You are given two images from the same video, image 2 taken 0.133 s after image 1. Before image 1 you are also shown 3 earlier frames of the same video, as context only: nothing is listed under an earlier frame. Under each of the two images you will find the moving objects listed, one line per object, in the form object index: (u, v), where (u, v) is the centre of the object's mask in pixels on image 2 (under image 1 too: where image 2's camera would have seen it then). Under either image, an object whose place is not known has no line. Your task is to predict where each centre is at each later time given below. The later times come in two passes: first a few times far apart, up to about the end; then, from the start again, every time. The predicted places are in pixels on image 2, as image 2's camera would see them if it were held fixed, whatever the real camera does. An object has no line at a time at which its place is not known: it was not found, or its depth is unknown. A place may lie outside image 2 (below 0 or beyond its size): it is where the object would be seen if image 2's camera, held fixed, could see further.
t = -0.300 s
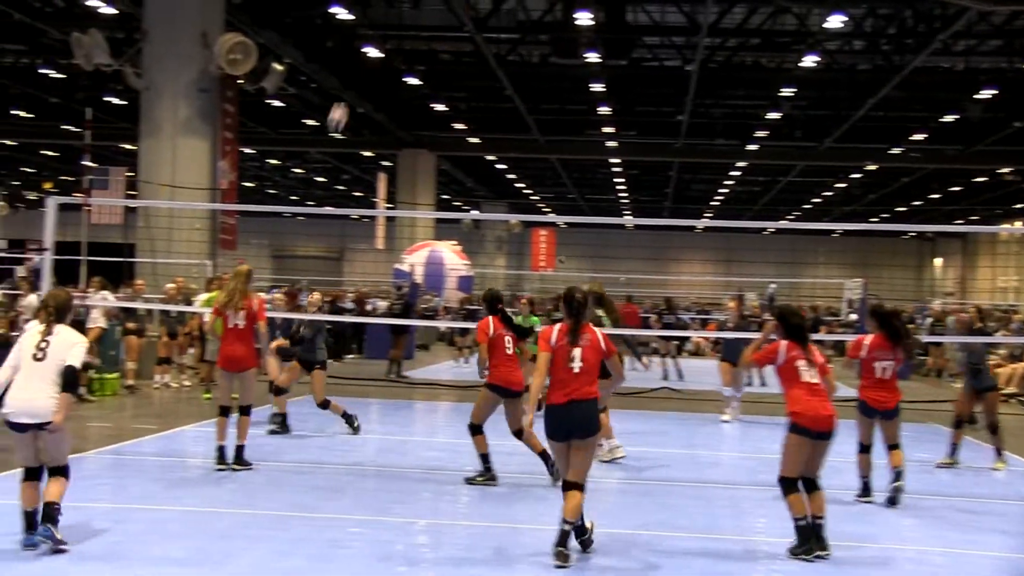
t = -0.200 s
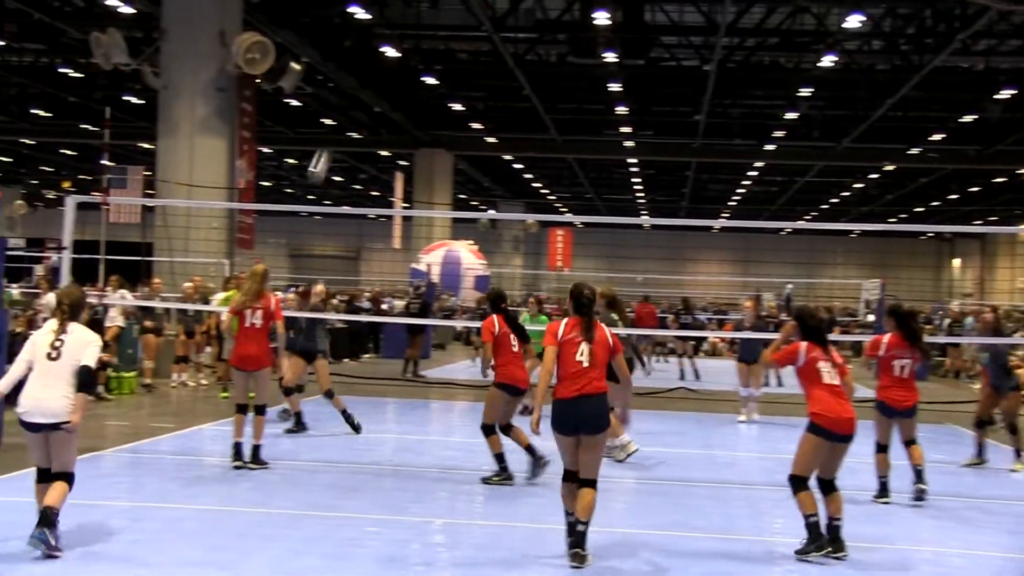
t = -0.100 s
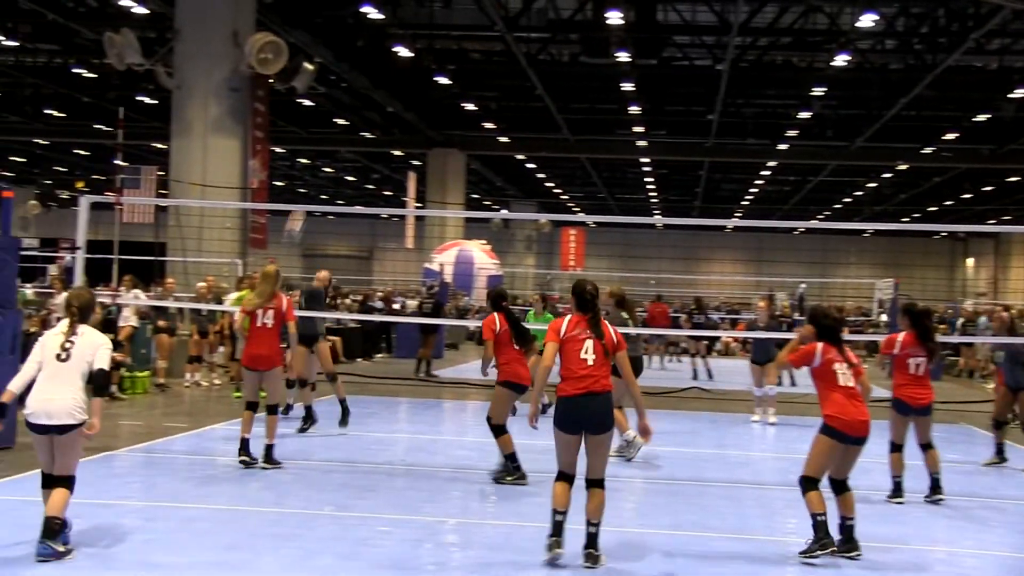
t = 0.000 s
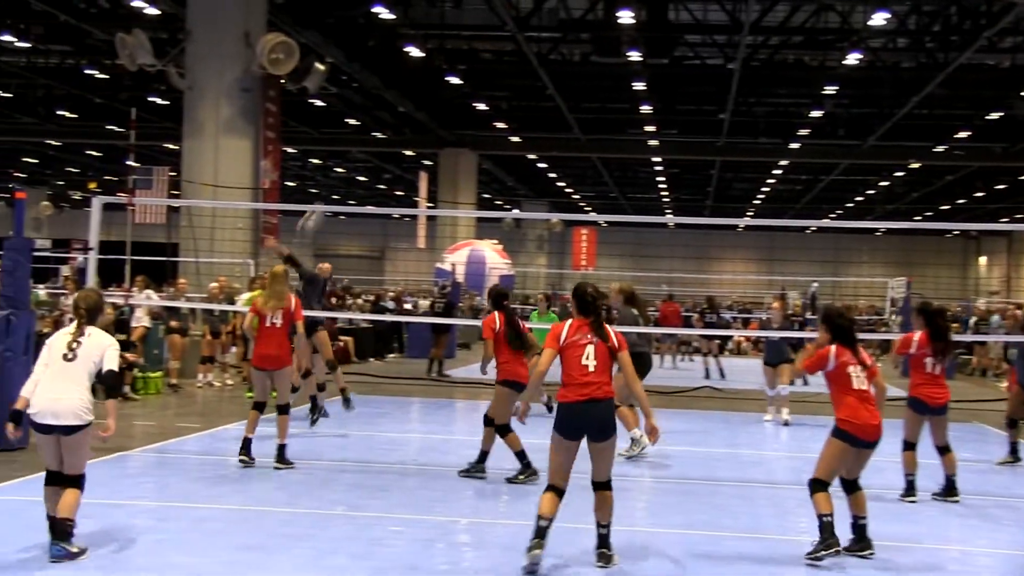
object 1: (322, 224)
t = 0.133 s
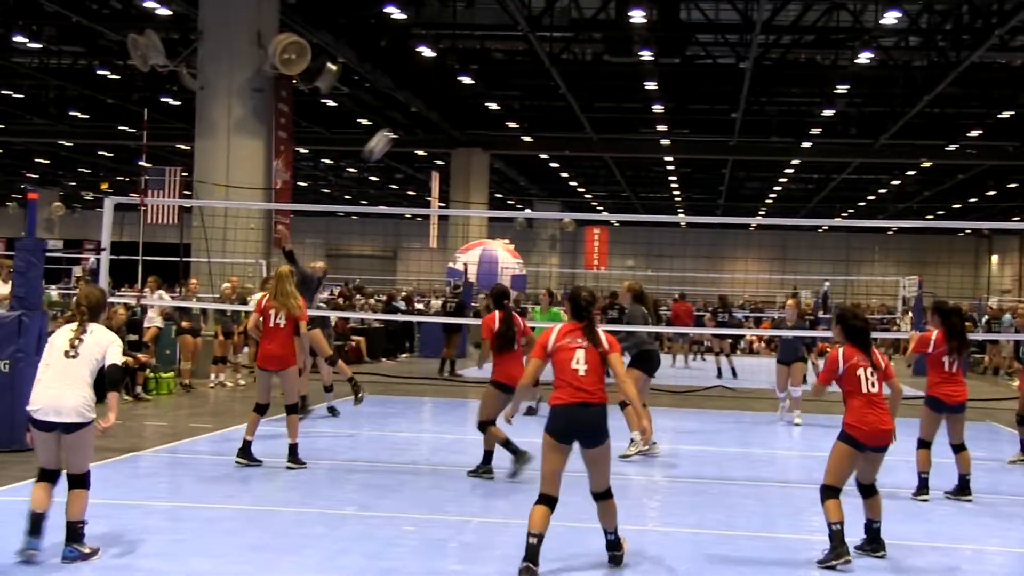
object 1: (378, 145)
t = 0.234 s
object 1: (419, 100)
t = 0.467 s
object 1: (507, 33)
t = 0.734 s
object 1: (605, 16)
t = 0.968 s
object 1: (687, 57)
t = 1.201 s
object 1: (766, 152)
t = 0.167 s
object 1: (392, 129)
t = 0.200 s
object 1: (405, 115)
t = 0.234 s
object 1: (419, 100)
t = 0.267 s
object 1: (431, 88)
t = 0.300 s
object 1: (444, 76)
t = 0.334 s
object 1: (457, 65)
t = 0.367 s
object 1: (470, 56)
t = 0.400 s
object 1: (482, 47)
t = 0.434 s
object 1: (495, 40)
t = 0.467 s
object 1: (507, 33)
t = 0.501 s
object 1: (520, 27)
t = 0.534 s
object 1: (532, 22)
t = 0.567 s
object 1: (544, 18)
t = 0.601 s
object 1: (556, 16)
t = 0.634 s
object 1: (569, 14)
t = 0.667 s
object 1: (581, 14)
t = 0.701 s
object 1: (593, 14)
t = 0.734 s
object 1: (605, 16)
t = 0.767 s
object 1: (618, 19)
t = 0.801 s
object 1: (629, 23)
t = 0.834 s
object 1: (641, 28)
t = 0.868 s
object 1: (652, 33)
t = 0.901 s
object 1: (664, 40)
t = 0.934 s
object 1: (676, 48)
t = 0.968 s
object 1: (687, 57)
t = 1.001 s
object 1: (698, 67)
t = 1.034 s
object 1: (710, 79)
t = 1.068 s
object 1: (721, 91)
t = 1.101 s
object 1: (732, 104)
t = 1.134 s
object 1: (743, 119)
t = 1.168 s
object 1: (755, 135)
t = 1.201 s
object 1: (766, 152)
